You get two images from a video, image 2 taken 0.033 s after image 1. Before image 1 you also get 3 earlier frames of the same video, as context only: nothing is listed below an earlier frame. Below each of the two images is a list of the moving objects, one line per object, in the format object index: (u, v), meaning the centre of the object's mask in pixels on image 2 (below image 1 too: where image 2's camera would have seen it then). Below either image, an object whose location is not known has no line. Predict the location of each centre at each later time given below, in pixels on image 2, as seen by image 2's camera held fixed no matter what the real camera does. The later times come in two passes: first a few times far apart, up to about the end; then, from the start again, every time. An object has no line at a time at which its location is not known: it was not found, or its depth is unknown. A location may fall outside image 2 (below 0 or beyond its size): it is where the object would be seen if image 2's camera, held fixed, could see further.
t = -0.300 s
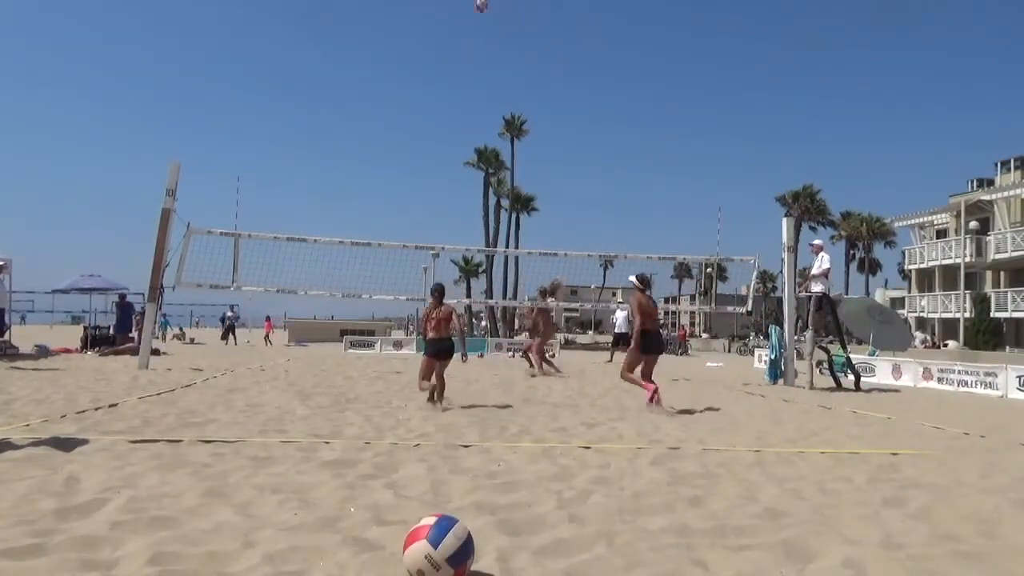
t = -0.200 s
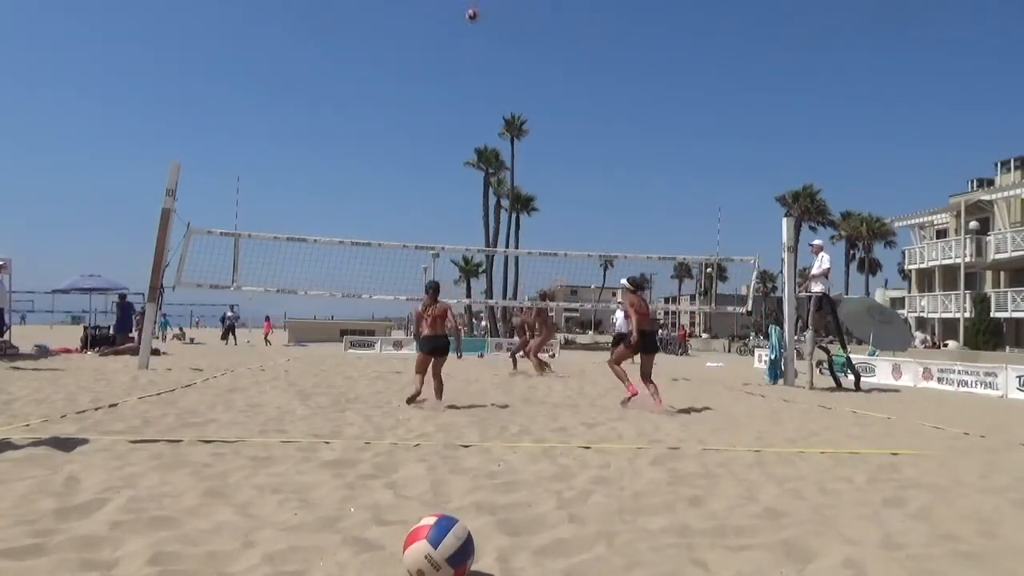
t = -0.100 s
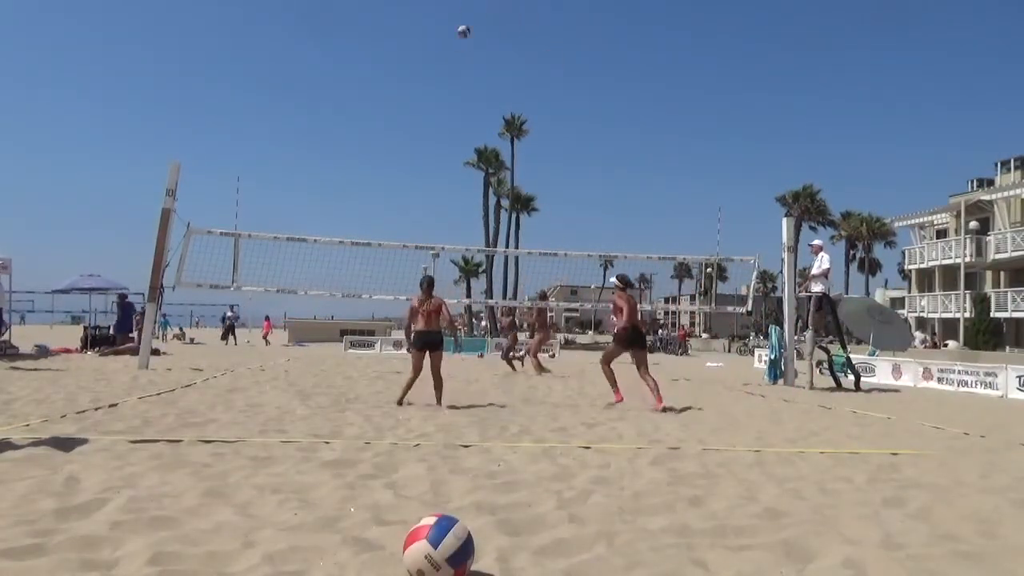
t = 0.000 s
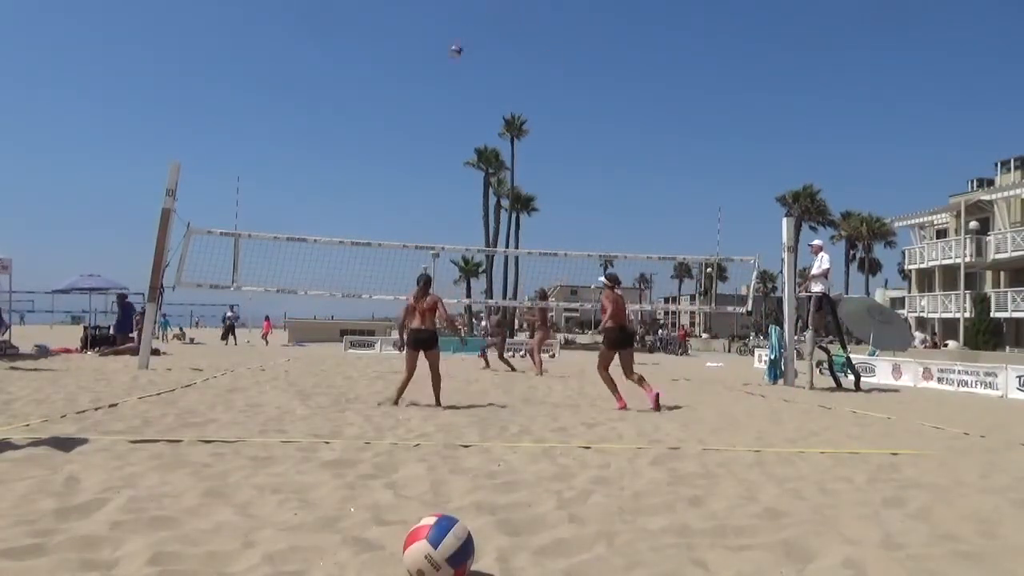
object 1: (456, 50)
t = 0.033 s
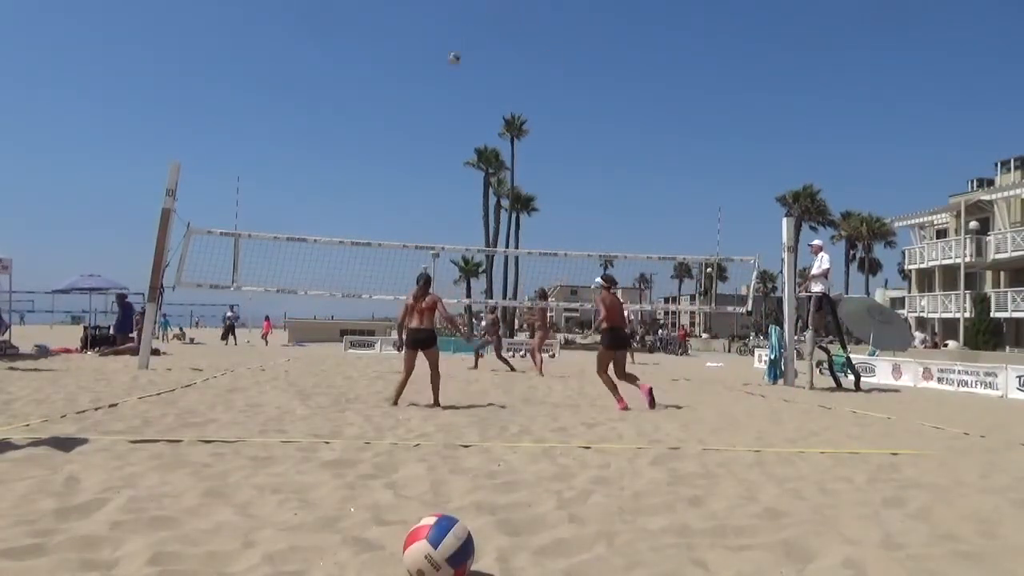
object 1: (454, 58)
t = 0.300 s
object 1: (437, 133)
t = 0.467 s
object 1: (430, 192)
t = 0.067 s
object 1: (452, 66)
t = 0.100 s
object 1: (449, 75)
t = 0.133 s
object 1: (447, 84)
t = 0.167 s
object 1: (445, 93)
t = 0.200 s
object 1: (443, 101)
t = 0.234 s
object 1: (441, 112)
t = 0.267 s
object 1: (439, 123)
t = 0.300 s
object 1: (437, 133)
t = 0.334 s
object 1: (436, 144)
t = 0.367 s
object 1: (434, 155)
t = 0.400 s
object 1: (433, 167)
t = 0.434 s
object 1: (432, 178)
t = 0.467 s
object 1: (430, 192)
